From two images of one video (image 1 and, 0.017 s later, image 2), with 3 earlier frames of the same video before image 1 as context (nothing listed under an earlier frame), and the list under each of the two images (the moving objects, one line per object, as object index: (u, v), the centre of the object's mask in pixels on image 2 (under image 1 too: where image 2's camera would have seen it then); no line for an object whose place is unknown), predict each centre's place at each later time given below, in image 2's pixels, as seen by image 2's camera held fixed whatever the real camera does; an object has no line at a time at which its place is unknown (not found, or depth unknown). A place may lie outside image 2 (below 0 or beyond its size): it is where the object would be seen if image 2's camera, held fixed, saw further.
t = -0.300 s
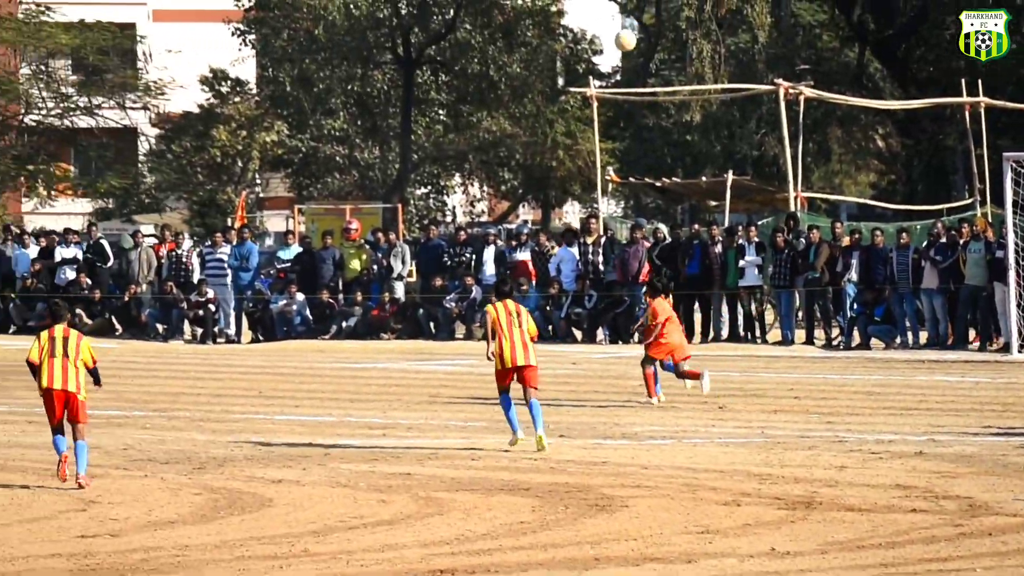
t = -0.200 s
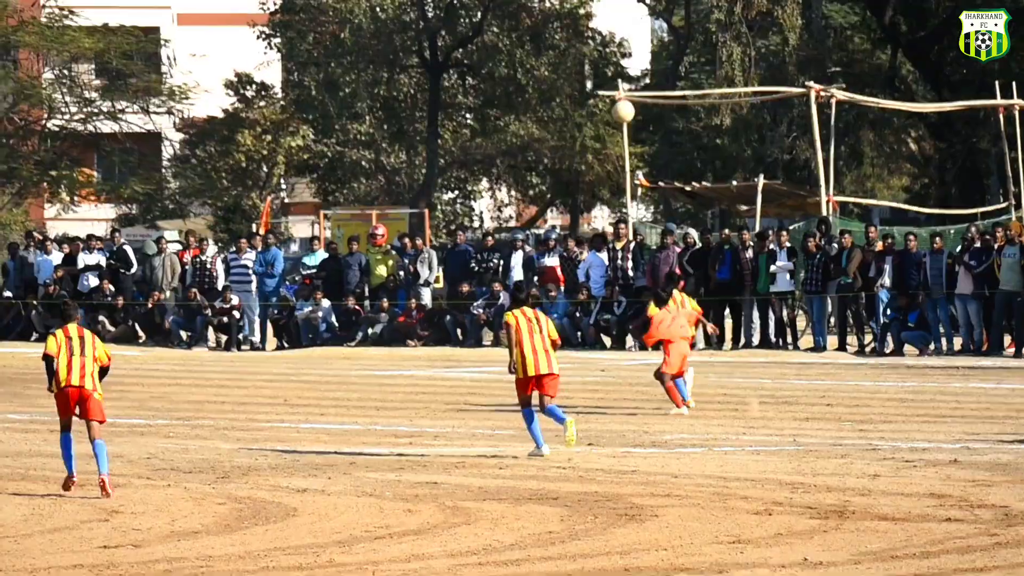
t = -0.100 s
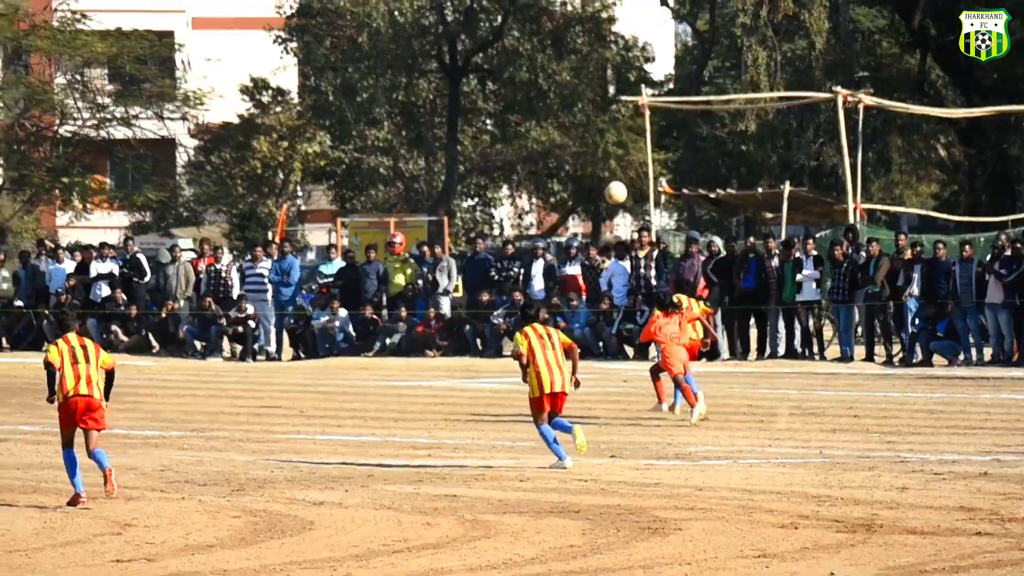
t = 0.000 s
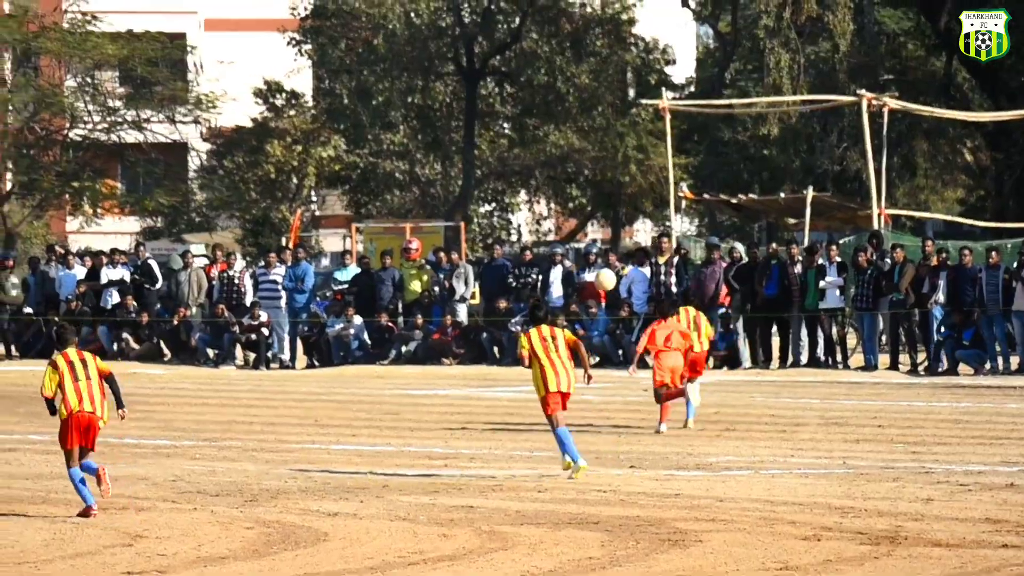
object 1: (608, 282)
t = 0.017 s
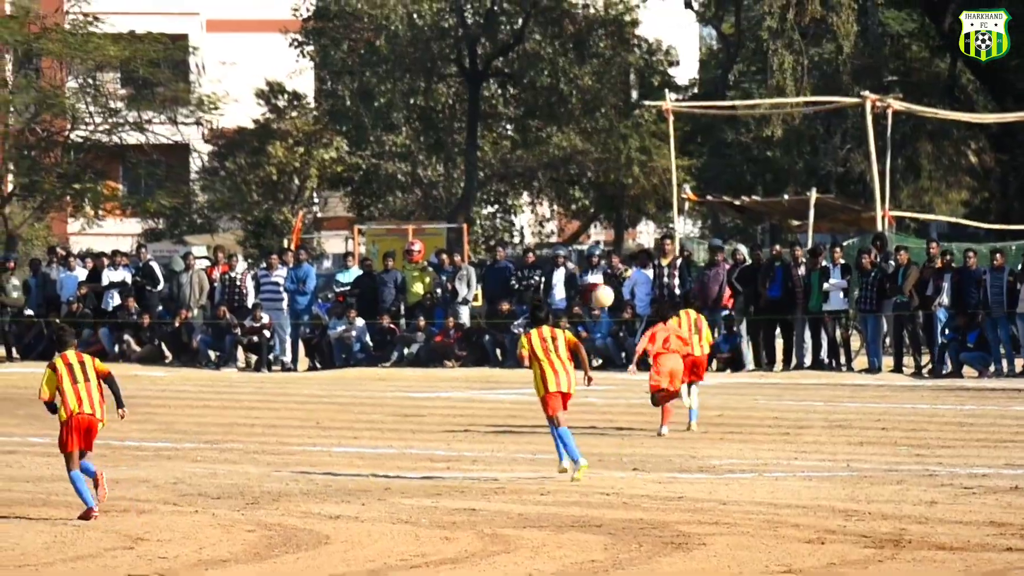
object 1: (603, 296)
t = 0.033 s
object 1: (598, 311)
